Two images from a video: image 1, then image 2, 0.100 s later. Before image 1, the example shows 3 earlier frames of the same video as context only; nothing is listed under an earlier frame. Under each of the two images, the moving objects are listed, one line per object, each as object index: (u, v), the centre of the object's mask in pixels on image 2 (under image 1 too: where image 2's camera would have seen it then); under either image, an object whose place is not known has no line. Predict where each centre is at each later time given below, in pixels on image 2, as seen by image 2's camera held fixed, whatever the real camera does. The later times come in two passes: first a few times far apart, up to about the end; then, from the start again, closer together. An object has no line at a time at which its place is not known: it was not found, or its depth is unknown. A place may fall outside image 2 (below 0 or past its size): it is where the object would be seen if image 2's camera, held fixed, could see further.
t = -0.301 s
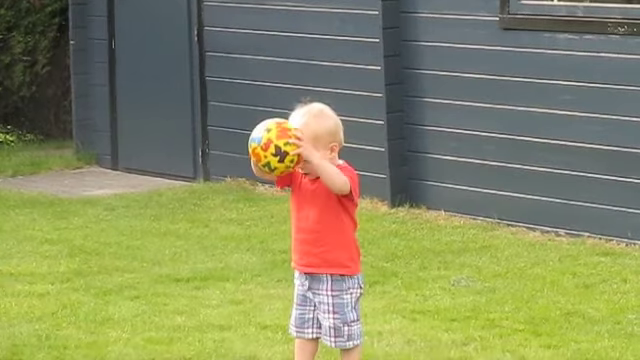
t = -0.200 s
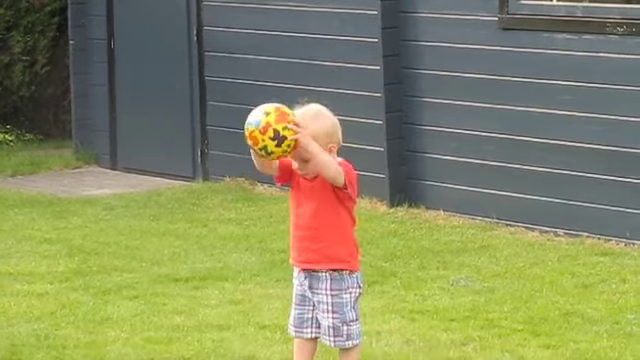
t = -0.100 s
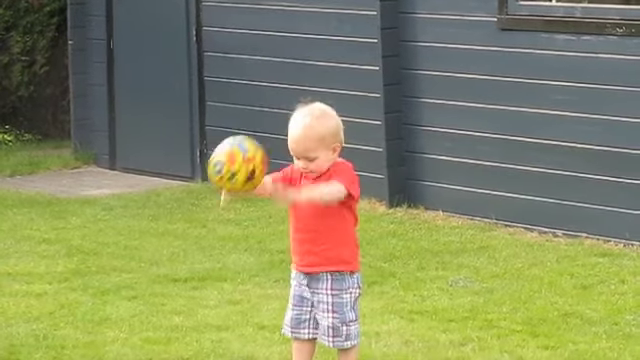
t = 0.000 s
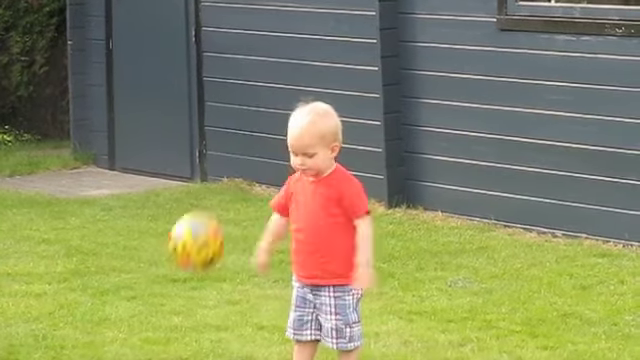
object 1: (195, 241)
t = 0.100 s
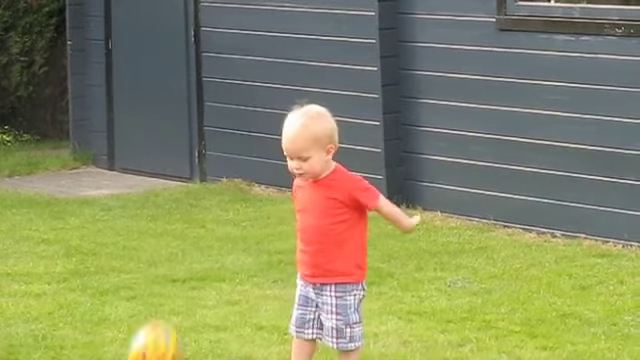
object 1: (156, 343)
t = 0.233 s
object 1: (134, 344)
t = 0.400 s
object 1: (123, 340)
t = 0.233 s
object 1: (134, 344)
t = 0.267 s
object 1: (132, 339)
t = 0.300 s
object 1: (130, 336)
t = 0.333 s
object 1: (128, 336)
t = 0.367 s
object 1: (125, 336)
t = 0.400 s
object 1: (123, 340)
